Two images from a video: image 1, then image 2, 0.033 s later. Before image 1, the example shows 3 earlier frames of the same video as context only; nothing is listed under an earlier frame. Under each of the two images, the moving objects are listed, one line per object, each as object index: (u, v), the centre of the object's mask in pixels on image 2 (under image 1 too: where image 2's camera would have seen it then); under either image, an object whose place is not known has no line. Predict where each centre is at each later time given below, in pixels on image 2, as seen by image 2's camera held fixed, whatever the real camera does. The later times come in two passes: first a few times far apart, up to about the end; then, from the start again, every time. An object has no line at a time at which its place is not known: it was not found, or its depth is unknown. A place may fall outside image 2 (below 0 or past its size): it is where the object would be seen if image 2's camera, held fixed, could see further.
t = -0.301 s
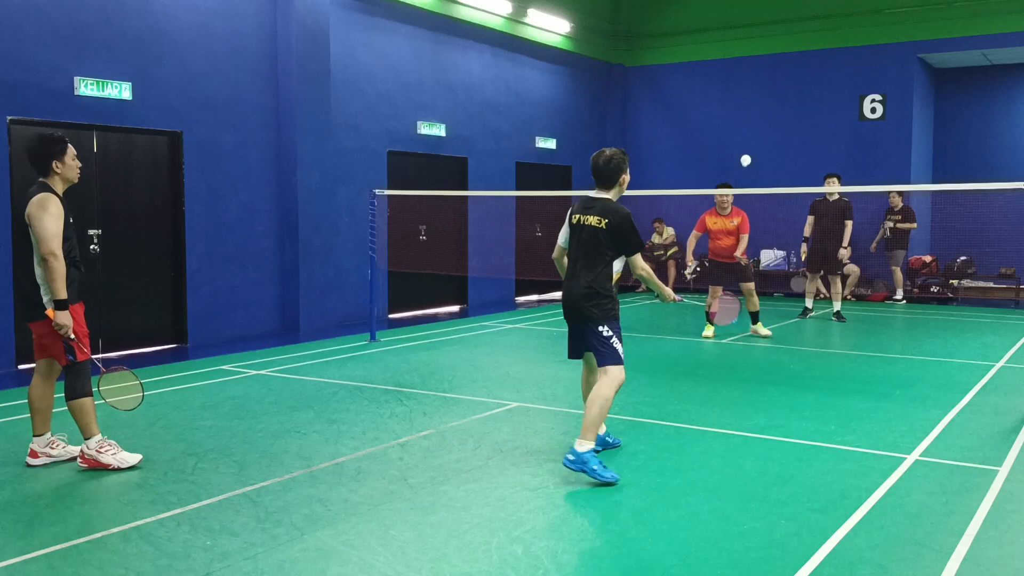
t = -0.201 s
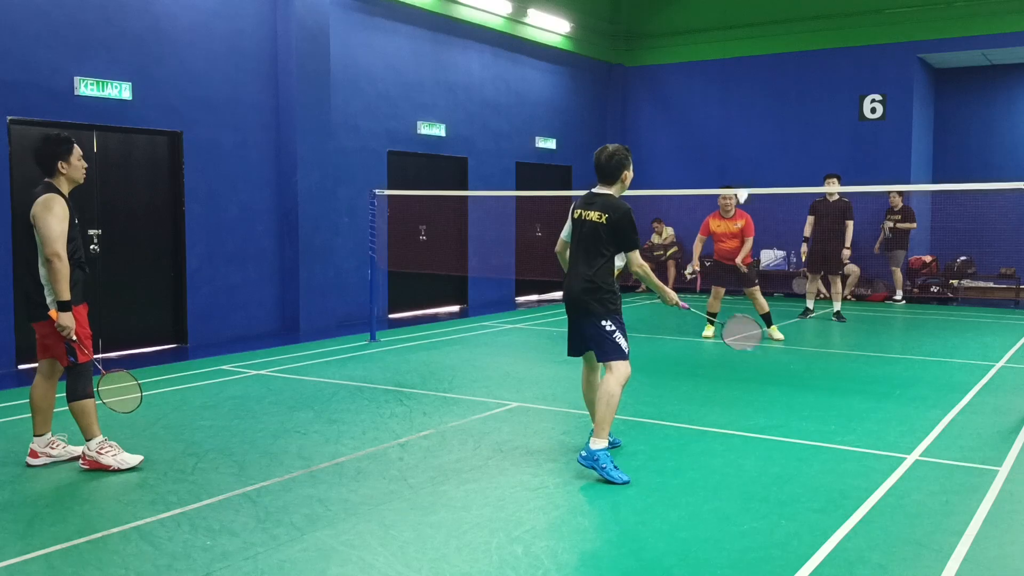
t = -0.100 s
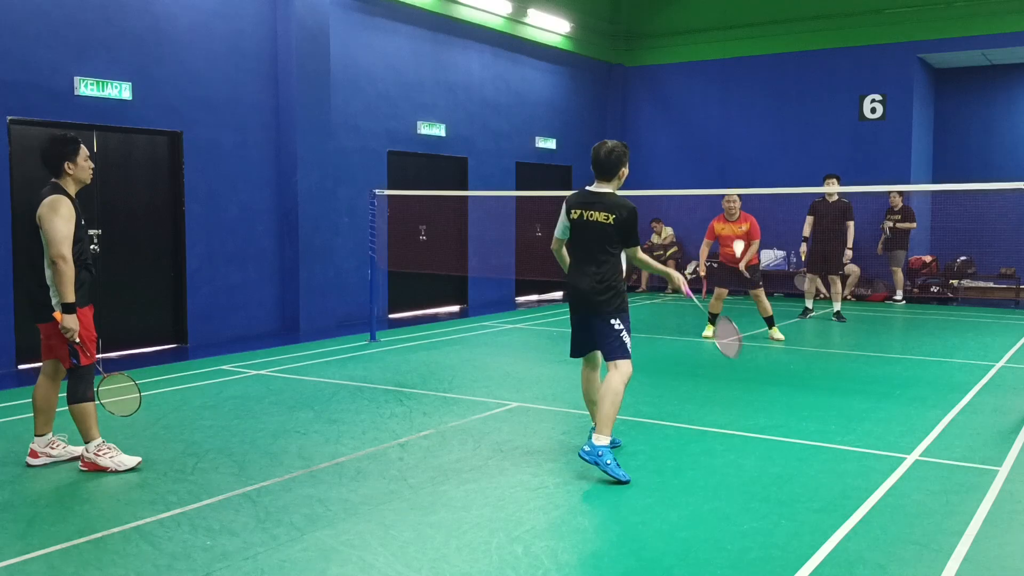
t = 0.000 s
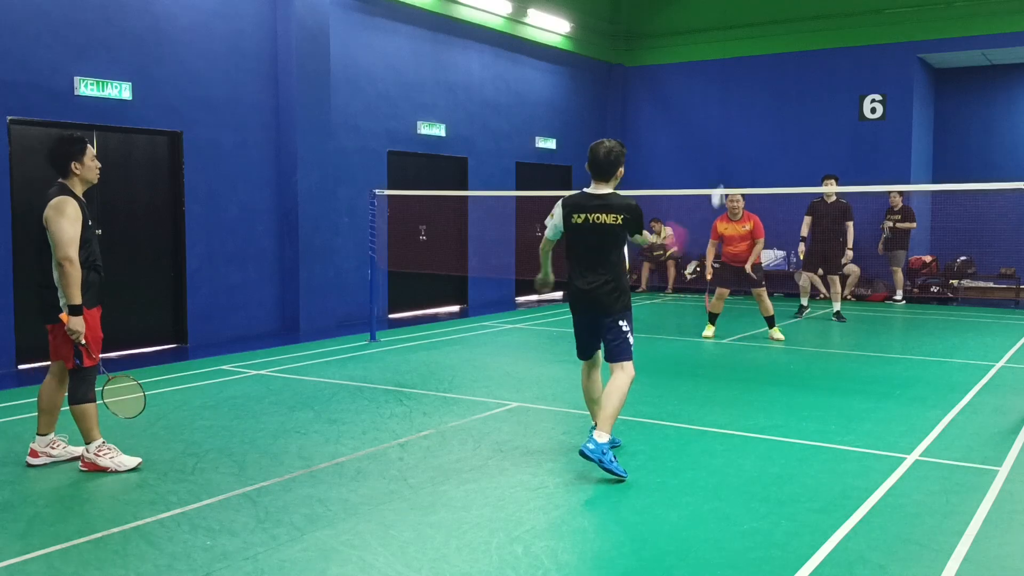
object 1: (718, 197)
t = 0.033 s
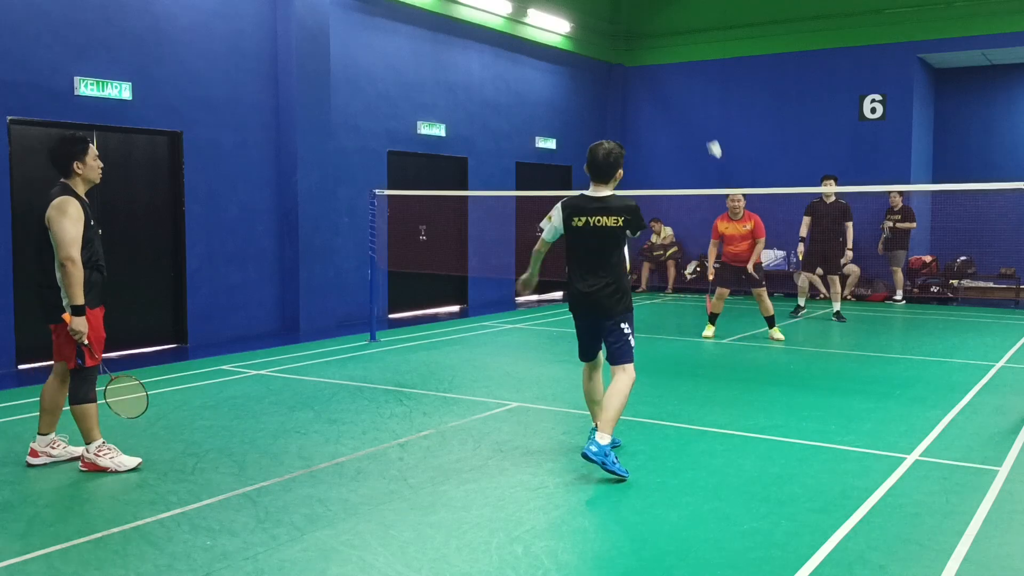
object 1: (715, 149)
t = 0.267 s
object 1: (668, 27)
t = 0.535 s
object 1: (648, 18)
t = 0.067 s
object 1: (699, 118)
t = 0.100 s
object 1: (692, 93)
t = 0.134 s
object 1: (687, 73)
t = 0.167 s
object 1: (682, 57)
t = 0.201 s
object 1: (676, 45)
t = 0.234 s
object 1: (672, 35)
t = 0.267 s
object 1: (668, 27)
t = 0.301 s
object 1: (664, 21)
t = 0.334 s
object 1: (661, 17)
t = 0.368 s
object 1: (658, 15)
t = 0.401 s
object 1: (656, 14)
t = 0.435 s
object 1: (653, 13)
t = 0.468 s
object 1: (652, 14)
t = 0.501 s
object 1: (649, 15)
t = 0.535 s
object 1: (648, 18)
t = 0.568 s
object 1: (646, 21)
